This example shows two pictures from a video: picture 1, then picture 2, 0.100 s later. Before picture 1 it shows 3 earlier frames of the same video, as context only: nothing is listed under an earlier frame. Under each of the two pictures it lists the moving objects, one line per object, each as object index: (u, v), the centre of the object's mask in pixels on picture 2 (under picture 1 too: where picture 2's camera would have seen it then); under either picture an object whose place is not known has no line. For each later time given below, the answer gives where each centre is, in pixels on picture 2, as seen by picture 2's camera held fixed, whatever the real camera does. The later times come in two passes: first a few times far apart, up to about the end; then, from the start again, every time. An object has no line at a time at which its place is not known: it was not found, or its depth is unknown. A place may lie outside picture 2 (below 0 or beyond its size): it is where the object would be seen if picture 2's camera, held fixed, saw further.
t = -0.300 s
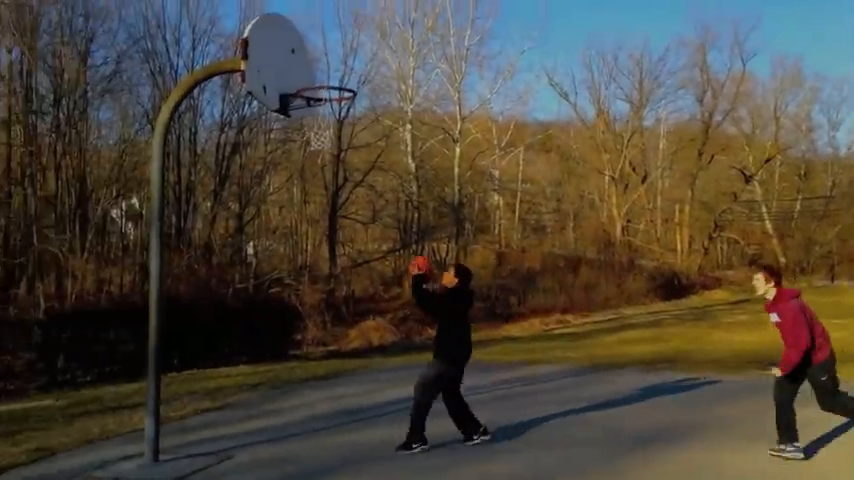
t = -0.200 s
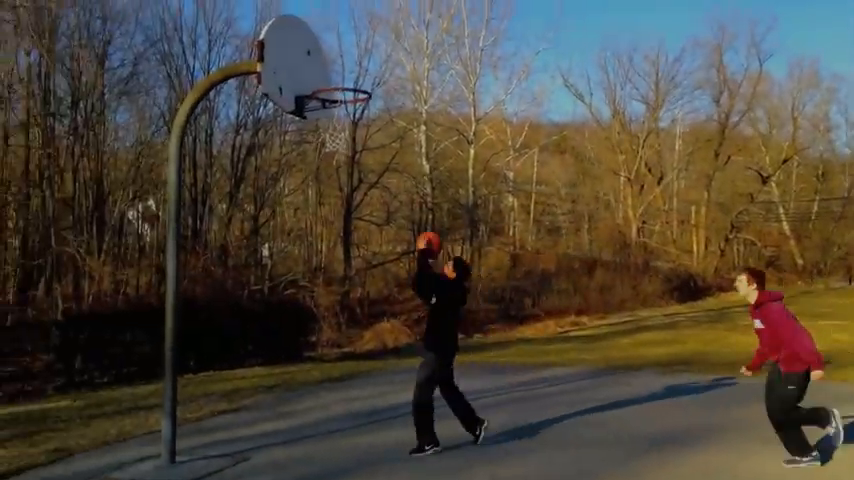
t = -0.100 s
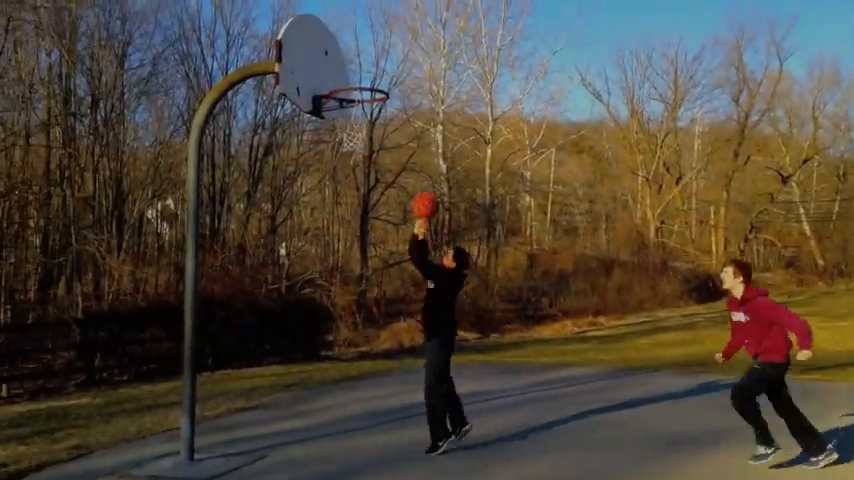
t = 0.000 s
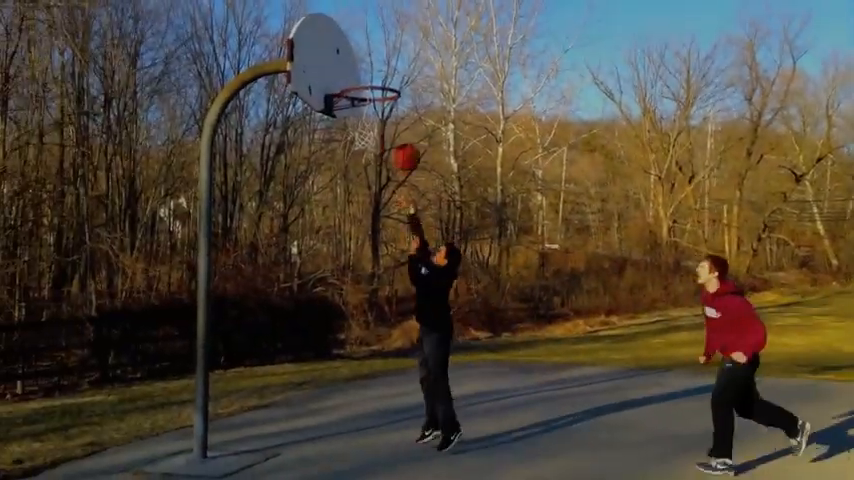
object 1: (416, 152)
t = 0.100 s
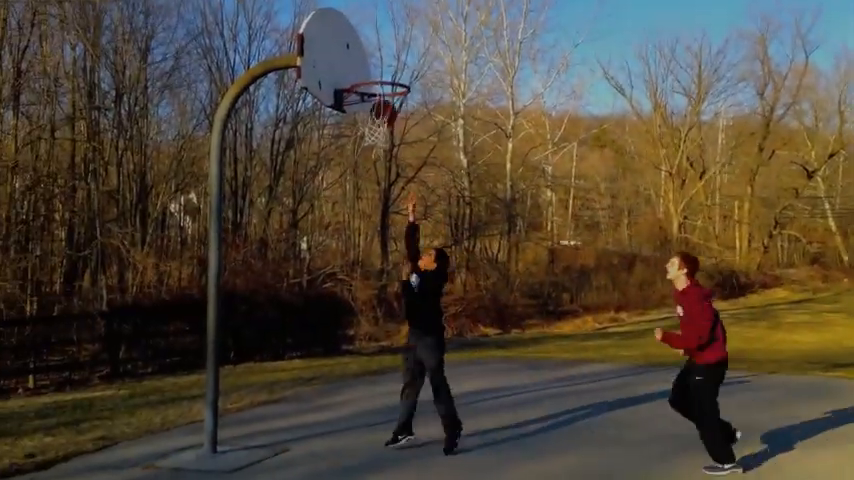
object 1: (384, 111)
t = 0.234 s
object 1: (375, 98)
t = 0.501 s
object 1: (393, 151)
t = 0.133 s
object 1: (370, 103)
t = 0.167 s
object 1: (372, 98)
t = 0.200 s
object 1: (373, 97)
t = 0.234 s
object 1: (375, 98)
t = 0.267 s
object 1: (377, 100)
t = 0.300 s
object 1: (381, 105)
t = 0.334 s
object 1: (384, 110)
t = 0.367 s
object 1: (387, 114)
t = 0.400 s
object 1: (390, 121)
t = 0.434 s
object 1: (394, 131)
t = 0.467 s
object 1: (392, 144)
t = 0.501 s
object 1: (393, 151)
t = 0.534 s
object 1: (394, 163)
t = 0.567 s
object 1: (397, 175)
